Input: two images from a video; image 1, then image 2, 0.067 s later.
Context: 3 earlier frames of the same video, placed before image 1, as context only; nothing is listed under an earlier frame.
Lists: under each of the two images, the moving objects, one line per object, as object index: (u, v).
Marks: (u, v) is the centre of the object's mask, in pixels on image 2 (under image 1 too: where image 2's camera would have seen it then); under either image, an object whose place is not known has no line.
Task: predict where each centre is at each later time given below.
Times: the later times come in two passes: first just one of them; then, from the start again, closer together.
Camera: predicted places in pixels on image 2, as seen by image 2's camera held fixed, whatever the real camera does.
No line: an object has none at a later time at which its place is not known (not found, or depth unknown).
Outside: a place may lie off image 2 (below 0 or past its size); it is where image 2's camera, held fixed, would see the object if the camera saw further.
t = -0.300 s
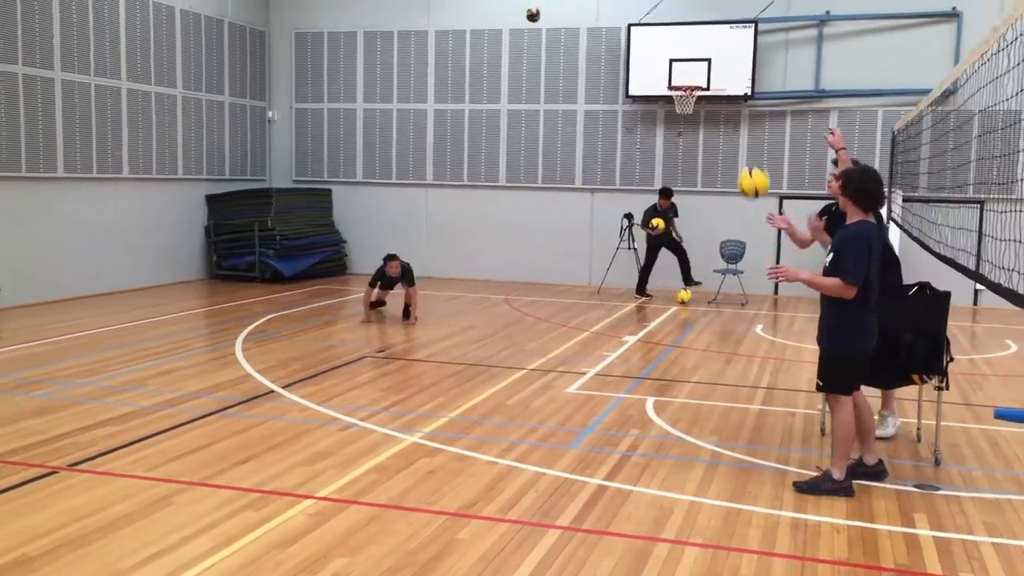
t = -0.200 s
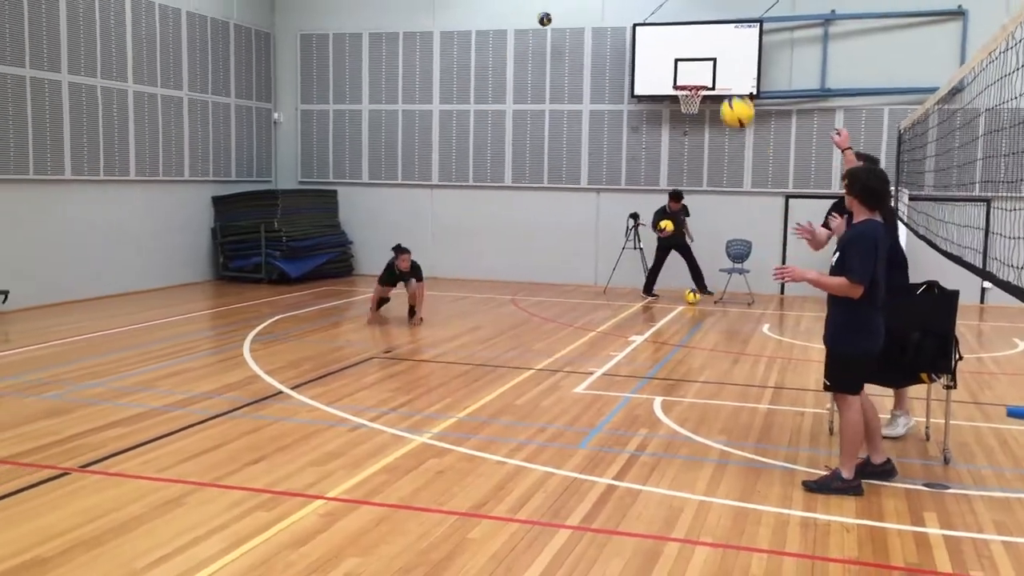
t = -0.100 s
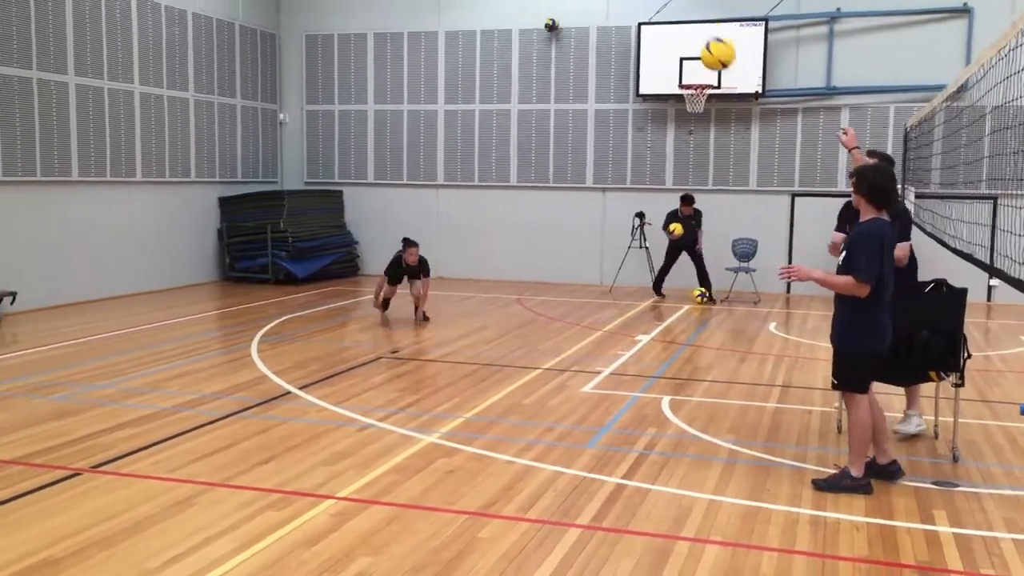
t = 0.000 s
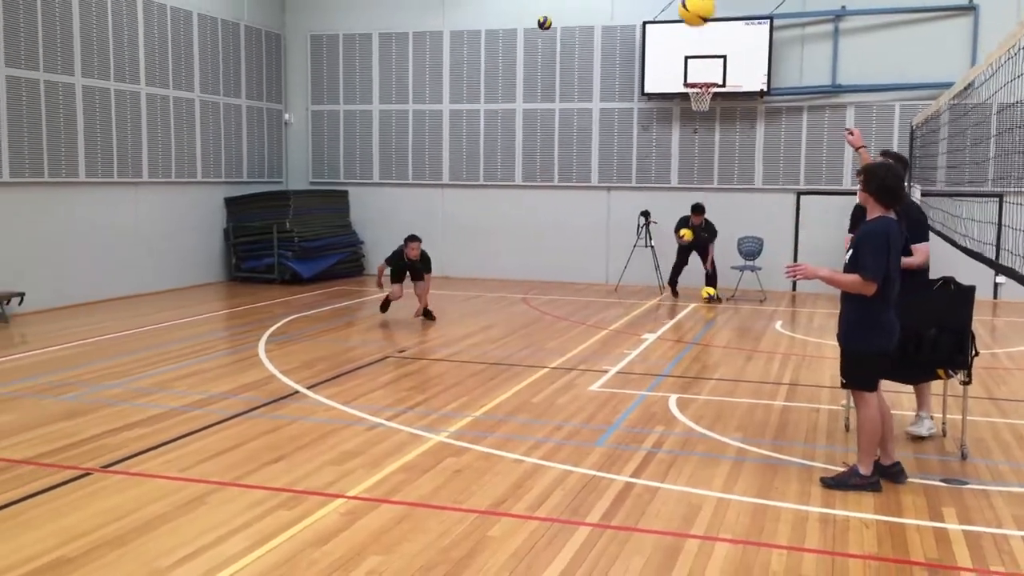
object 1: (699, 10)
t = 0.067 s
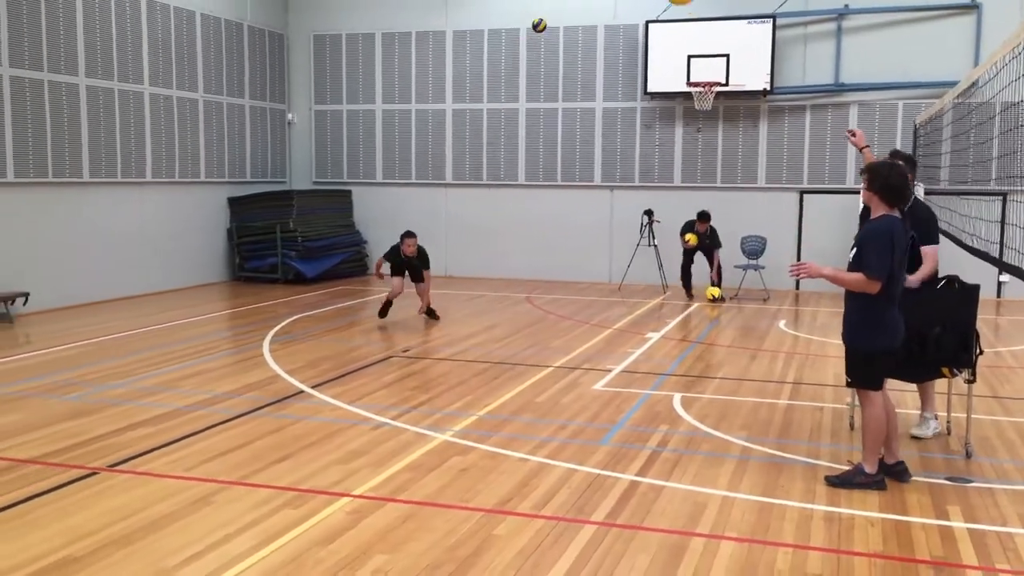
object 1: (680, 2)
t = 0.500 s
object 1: (538, 37)
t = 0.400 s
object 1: (575, 7)
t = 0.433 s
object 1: (561, 13)
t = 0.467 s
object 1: (549, 20)
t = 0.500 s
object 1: (538, 37)
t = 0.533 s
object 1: (525, 57)
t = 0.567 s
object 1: (512, 79)
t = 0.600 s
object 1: (498, 104)
